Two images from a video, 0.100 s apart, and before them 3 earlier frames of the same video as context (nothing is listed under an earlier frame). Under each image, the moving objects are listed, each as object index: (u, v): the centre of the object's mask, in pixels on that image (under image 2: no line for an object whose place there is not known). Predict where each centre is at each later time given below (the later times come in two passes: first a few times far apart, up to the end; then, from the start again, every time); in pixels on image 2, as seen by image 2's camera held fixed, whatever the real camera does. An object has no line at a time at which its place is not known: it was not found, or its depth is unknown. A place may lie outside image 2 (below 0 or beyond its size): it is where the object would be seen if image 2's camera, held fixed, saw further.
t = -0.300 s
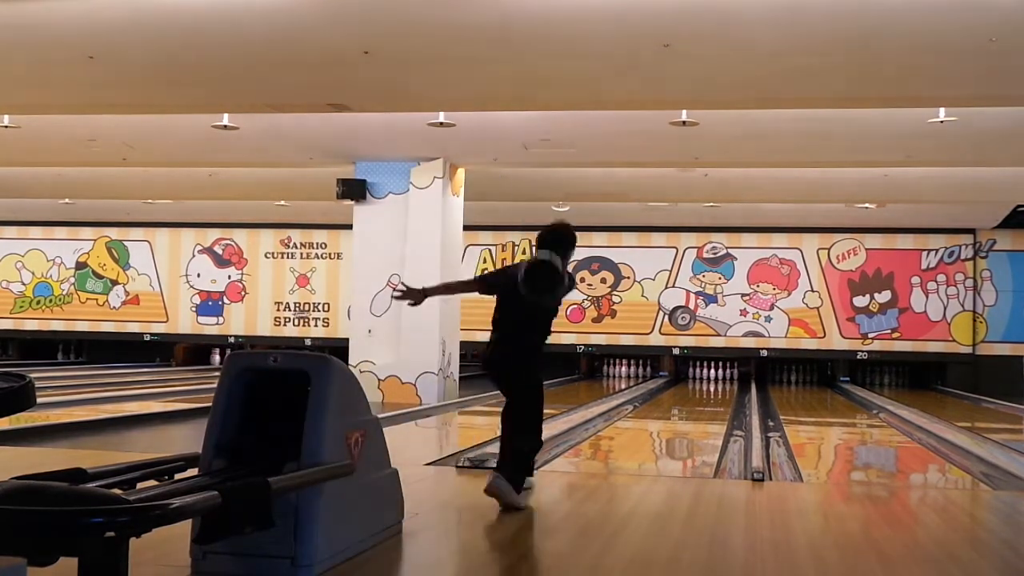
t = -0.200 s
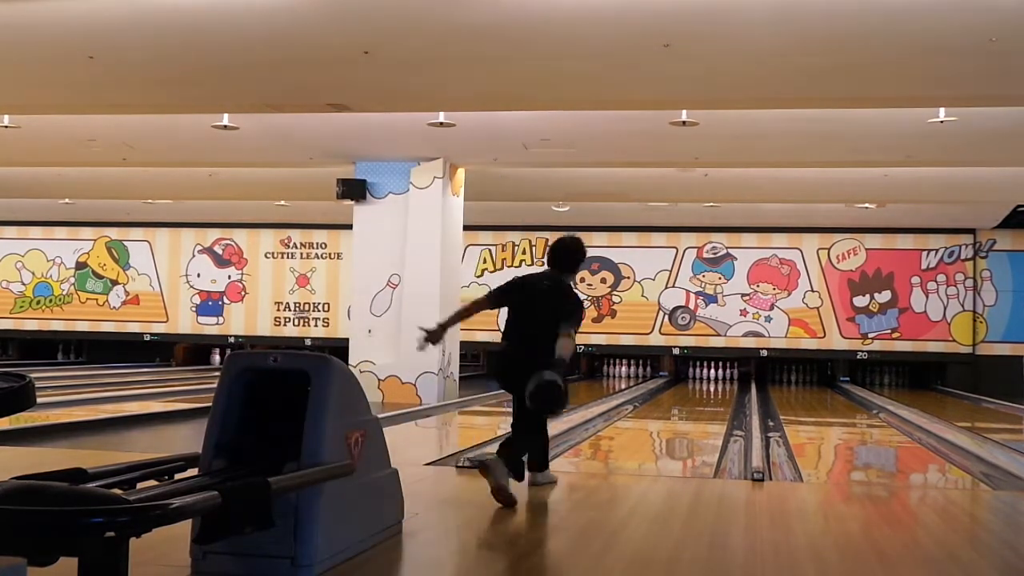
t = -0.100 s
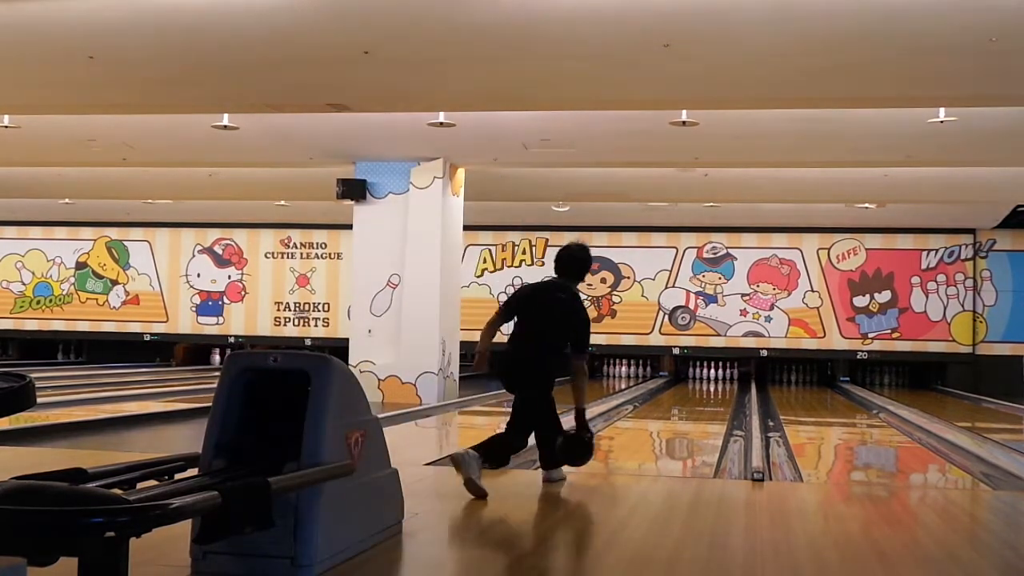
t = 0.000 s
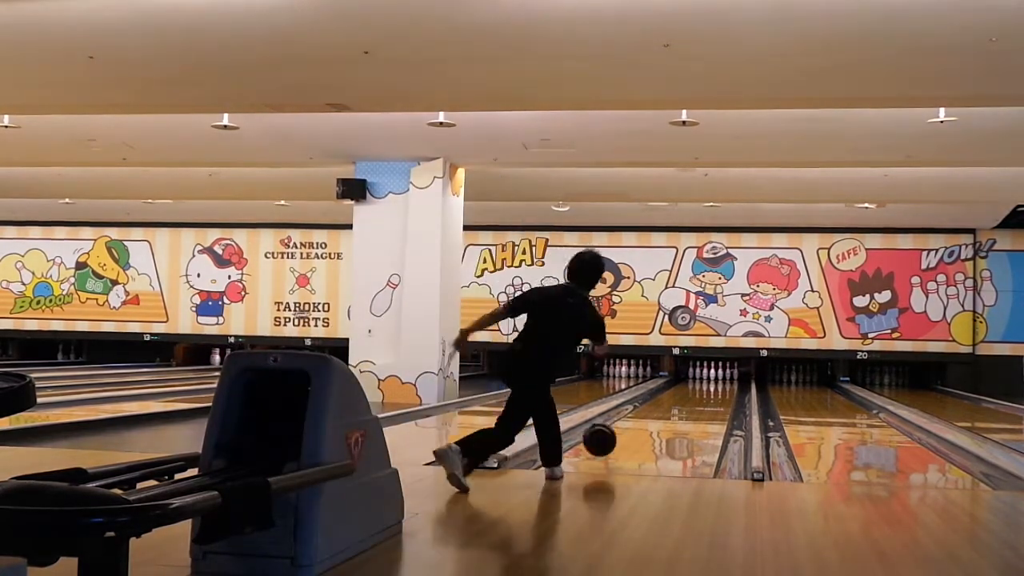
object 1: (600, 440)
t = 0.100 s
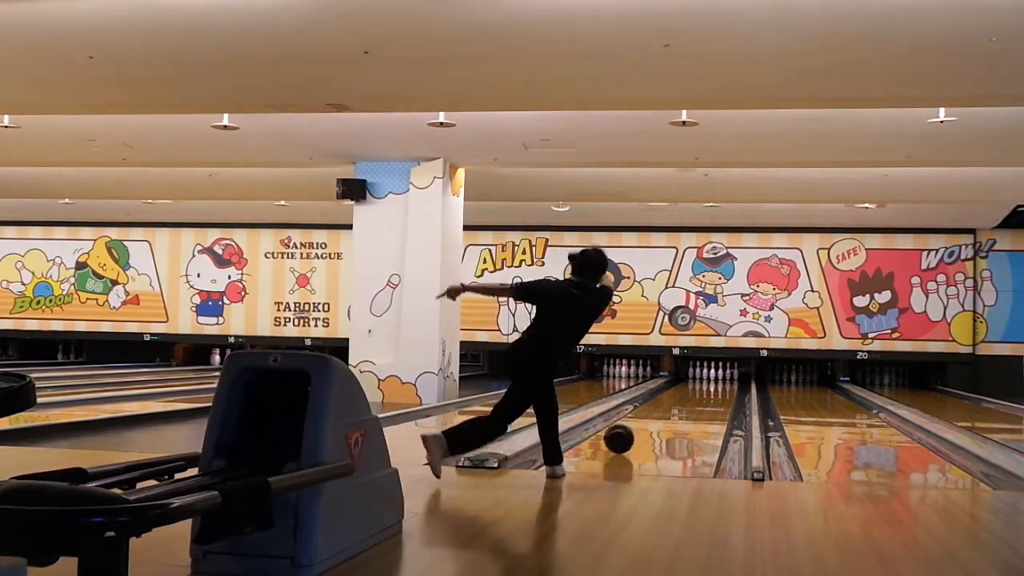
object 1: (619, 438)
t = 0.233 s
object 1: (638, 428)
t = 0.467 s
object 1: (663, 412)
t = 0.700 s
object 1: (680, 401)
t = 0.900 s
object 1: (689, 394)
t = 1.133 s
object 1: (699, 388)
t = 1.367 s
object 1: (706, 383)
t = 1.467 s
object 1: (708, 381)
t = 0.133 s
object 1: (624, 436)
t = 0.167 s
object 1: (629, 432)
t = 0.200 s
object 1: (634, 430)
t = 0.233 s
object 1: (638, 428)
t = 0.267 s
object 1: (642, 425)
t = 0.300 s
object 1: (646, 423)
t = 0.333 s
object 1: (650, 420)
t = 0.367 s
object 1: (654, 417)
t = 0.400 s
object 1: (656, 415)
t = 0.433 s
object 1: (660, 414)
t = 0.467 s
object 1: (663, 412)
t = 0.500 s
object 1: (666, 410)
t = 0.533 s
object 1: (668, 409)
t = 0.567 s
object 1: (670, 407)
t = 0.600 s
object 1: (673, 406)
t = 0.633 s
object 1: (675, 404)
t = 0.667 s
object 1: (678, 403)
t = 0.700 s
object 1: (680, 401)
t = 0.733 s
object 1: (681, 400)
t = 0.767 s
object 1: (683, 399)
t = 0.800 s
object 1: (685, 398)
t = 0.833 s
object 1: (687, 397)
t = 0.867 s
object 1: (688, 395)
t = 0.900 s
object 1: (689, 394)
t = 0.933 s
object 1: (691, 393)
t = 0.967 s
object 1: (693, 393)
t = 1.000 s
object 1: (694, 392)
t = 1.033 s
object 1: (695, 391)
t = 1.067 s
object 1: (696, 390)
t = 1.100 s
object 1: (698, 390)
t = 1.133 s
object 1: (699, 388)
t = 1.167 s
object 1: (701, 387)
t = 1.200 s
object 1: (701, 387)
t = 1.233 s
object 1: (701, 386)
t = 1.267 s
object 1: (702, 385)
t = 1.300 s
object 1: (704, 385)
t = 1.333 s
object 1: (705, 384)
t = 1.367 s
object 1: (706, 383)
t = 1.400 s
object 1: (706, 383)
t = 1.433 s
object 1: (707, 382)
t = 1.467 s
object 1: (708, 381)
